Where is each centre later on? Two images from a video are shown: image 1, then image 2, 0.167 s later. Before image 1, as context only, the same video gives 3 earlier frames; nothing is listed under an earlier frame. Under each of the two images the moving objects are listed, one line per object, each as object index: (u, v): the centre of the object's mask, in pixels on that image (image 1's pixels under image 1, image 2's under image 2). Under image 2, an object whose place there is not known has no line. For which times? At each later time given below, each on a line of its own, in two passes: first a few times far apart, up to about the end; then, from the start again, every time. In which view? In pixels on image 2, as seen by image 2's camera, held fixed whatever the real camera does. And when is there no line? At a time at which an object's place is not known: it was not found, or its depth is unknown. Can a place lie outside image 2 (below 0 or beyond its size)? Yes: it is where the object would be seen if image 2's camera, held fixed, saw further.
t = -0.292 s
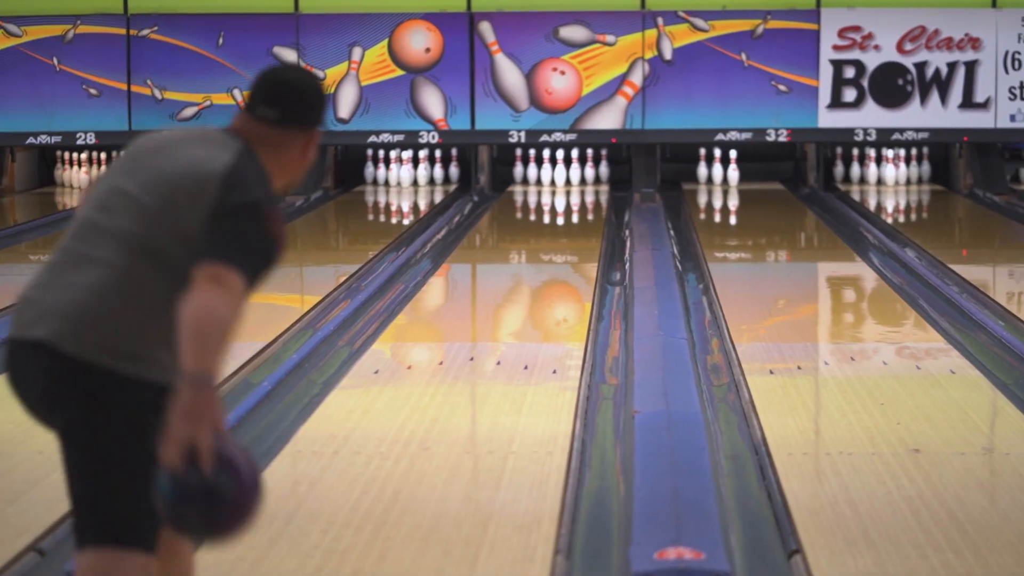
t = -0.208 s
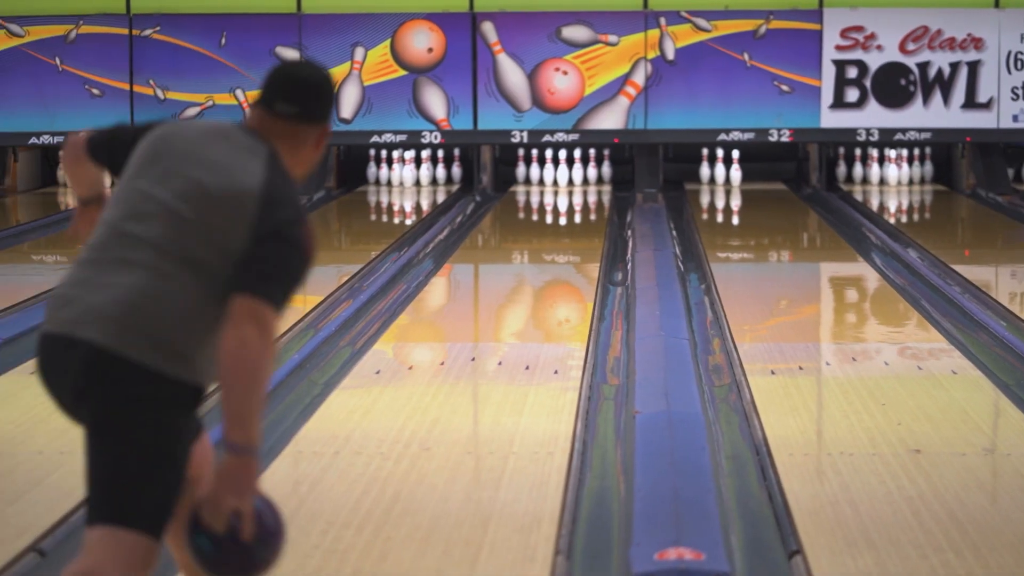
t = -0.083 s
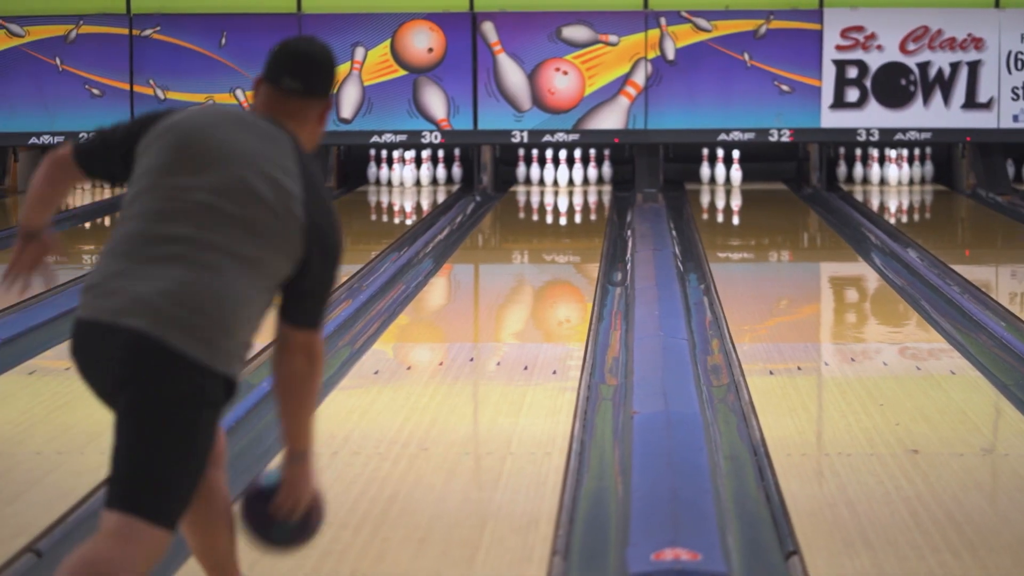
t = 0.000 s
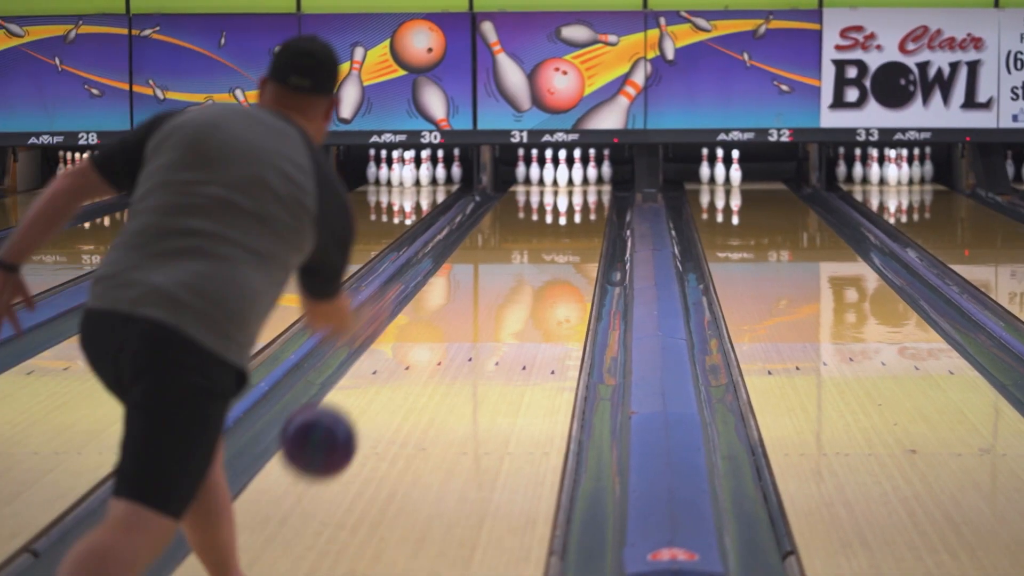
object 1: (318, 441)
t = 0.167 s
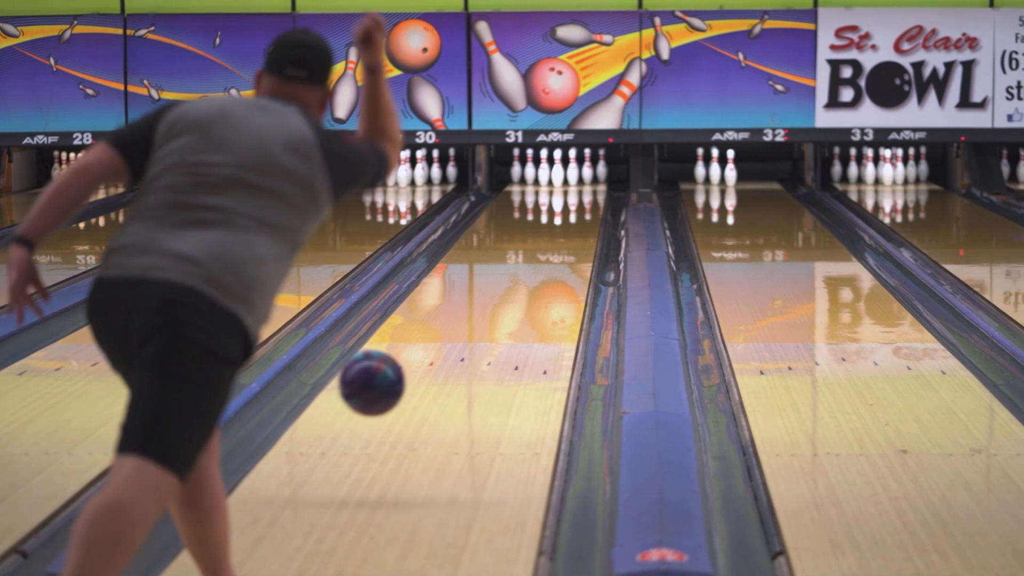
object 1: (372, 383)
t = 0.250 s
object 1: (399, 389)
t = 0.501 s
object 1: (457, 372)
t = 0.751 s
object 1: (496, 323)
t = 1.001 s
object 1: (524, 287)
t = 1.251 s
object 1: (543, 260)
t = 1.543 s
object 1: (558, 236)
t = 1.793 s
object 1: (566, 218)
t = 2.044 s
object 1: (568, 205)
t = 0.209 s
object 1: (385, 383)
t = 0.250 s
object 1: (399, 389)
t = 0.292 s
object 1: (410, 398)
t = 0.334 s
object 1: (421, 411)
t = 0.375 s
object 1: (431, 399)
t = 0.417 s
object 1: (440, 386)
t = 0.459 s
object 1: (449, 377)
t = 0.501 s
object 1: (457, 372)
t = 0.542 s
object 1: (465, 361)
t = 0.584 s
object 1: (472, 353)
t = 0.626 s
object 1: (479, 345)
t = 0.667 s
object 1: (485, 337)
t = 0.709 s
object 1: (491, 330)
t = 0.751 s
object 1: (496, 323)
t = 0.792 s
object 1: (502, 317)
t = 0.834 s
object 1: (506, 310)
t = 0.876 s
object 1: (511, 304)
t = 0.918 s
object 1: (516, 299)
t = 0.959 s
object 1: (520, 293)
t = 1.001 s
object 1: (524, 287)
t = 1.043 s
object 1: (527, 283)
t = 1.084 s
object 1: (531, 278)
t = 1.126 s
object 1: (534, 273)
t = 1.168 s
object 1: (537, 268)
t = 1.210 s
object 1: (540, 264)
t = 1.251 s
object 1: (543, 260)
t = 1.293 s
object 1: (546, 256)
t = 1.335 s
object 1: (548, 252)
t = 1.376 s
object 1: (551, 249)
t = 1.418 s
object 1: (553, 245)
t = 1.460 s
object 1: (555, 242)
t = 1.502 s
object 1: (557, 239)
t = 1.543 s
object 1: (558, 236)
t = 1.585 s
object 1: (560, 232)
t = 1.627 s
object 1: (562, 229)
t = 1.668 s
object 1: (562, 227)
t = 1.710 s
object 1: (564, 224)
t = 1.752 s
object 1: (565, 221)
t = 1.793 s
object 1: (566, 218)
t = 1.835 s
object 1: (566, 216)
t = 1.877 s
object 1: (567, 214)
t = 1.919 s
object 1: (568, 211)
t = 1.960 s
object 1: (568, 209)
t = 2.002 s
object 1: (568, 207)
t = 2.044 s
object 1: (568, 205)
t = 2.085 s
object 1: (568, 203)
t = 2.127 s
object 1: (568, 201)
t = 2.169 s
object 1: (567, 199)
